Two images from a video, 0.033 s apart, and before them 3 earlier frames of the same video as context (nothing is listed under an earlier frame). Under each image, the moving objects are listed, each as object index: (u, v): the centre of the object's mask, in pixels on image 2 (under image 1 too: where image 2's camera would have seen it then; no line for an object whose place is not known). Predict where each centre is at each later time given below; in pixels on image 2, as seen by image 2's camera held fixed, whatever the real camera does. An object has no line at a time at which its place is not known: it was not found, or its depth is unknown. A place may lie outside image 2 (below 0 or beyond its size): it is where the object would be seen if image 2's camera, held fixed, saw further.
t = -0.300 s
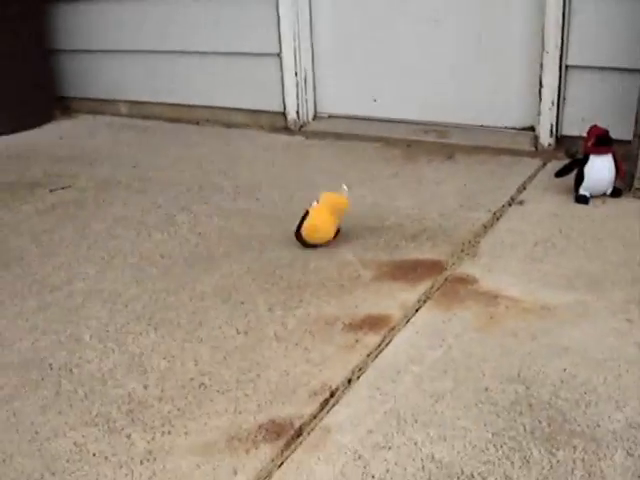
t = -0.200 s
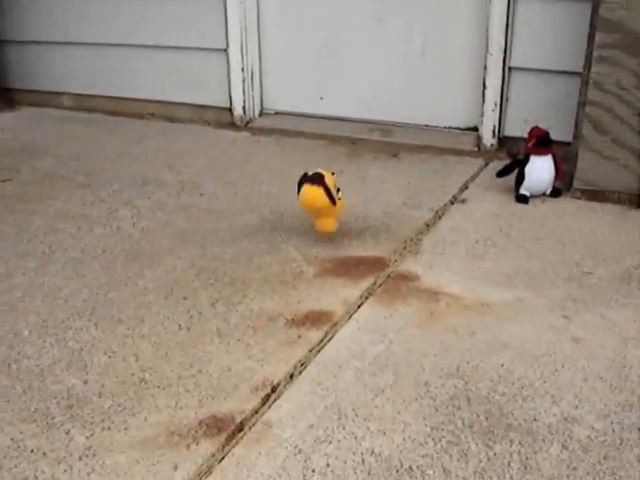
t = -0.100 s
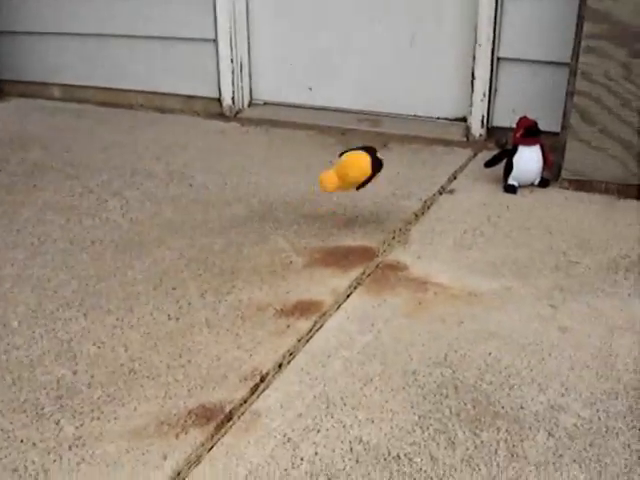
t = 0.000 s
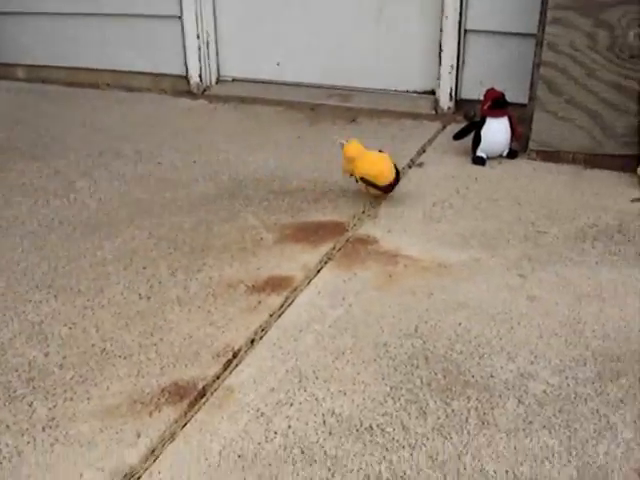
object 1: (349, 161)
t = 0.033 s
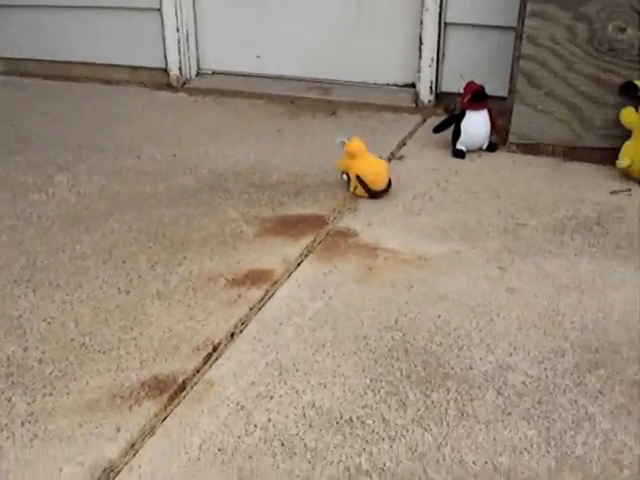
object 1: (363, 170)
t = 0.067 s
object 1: (372, 161)
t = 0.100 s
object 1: (379, 155)
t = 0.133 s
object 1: (386, 156)
